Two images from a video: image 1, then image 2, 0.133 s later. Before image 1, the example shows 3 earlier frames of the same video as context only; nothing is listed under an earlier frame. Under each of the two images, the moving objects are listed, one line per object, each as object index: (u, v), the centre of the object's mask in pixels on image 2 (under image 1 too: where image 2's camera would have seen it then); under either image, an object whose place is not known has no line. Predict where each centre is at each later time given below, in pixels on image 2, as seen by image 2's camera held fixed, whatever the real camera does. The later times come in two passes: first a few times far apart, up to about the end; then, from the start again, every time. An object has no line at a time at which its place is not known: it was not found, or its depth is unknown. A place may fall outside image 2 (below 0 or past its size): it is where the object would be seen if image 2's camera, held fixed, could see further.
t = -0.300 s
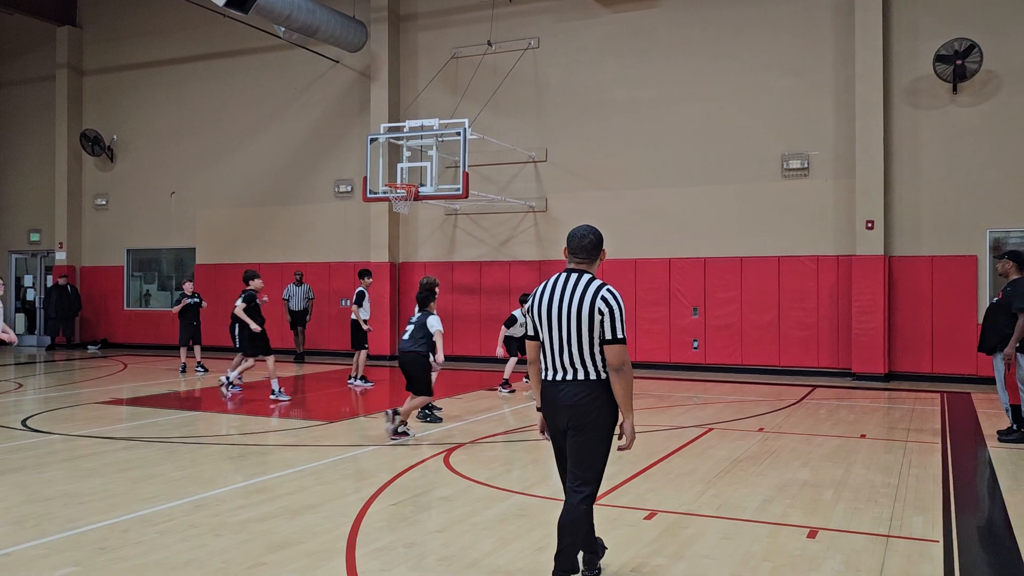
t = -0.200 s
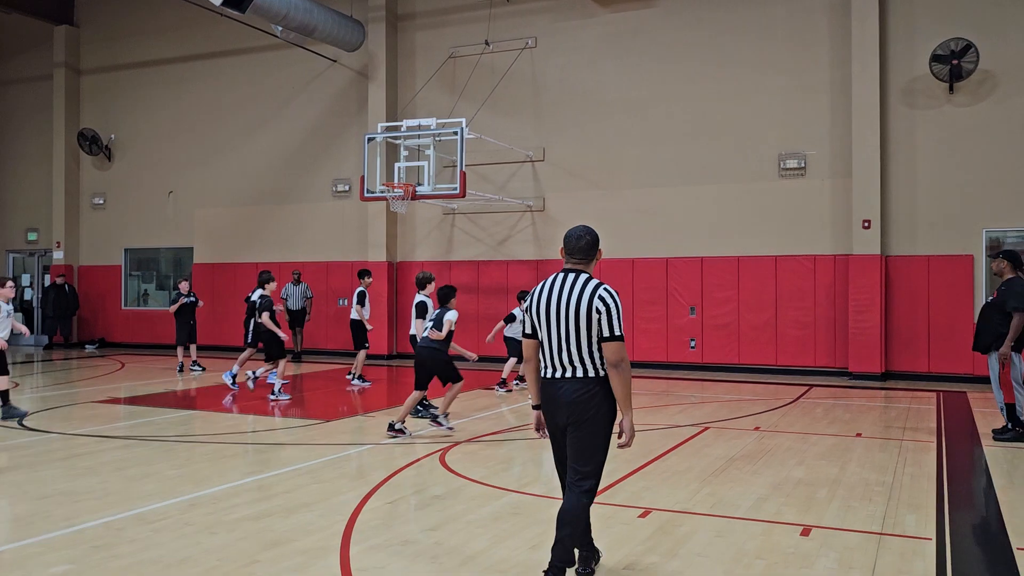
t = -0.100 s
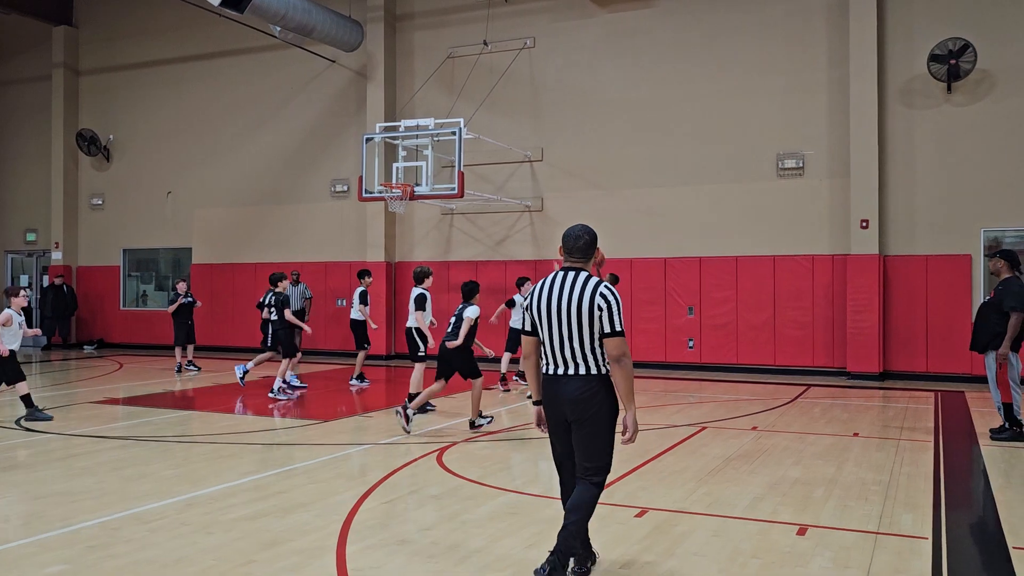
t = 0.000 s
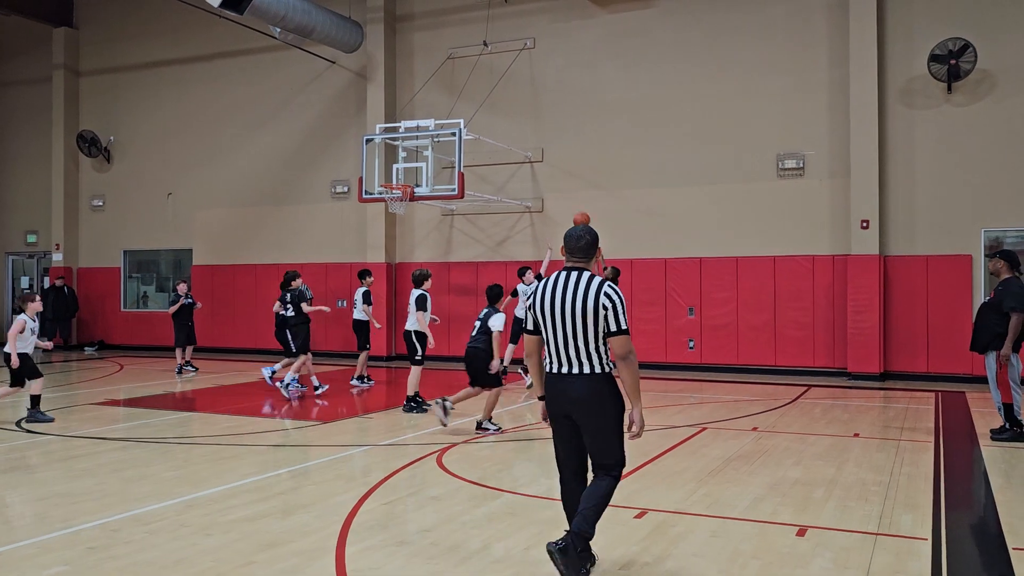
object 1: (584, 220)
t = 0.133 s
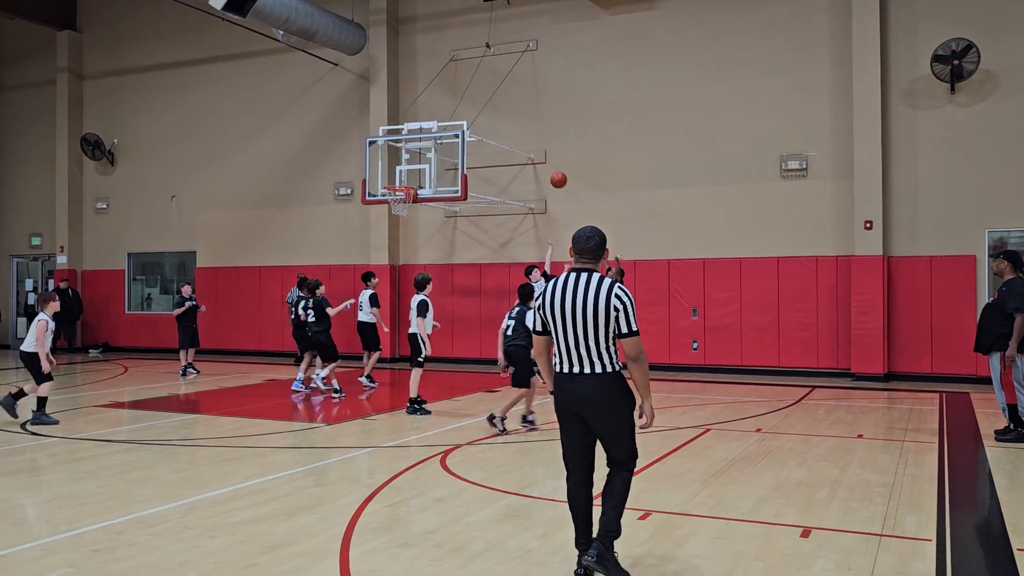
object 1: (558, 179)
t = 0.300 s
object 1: (527, 146)
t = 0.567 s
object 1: (482, 134)
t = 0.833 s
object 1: (441, 164)
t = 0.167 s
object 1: (552, 171)
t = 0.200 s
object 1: (546, 164)
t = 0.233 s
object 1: (540, 157)
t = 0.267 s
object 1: (534, 152)
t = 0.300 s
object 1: (527, 146)
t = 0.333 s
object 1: (522, 142)
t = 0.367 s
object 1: (516, 139)
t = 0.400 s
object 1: (510, 136)
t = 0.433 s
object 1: (504, 134)
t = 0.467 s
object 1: (499, 133)
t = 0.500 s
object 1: (493, 132)
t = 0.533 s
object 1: (488, 133)
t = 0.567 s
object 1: (482, 134)
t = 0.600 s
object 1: (477, 135)
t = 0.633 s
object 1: (472, 138)
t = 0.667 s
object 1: (467, 141)
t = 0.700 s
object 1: (461, 144)
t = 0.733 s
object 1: (456, 149)
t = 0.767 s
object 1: (451, 154)
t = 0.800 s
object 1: (446, 160)
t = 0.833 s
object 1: (441, 164)
